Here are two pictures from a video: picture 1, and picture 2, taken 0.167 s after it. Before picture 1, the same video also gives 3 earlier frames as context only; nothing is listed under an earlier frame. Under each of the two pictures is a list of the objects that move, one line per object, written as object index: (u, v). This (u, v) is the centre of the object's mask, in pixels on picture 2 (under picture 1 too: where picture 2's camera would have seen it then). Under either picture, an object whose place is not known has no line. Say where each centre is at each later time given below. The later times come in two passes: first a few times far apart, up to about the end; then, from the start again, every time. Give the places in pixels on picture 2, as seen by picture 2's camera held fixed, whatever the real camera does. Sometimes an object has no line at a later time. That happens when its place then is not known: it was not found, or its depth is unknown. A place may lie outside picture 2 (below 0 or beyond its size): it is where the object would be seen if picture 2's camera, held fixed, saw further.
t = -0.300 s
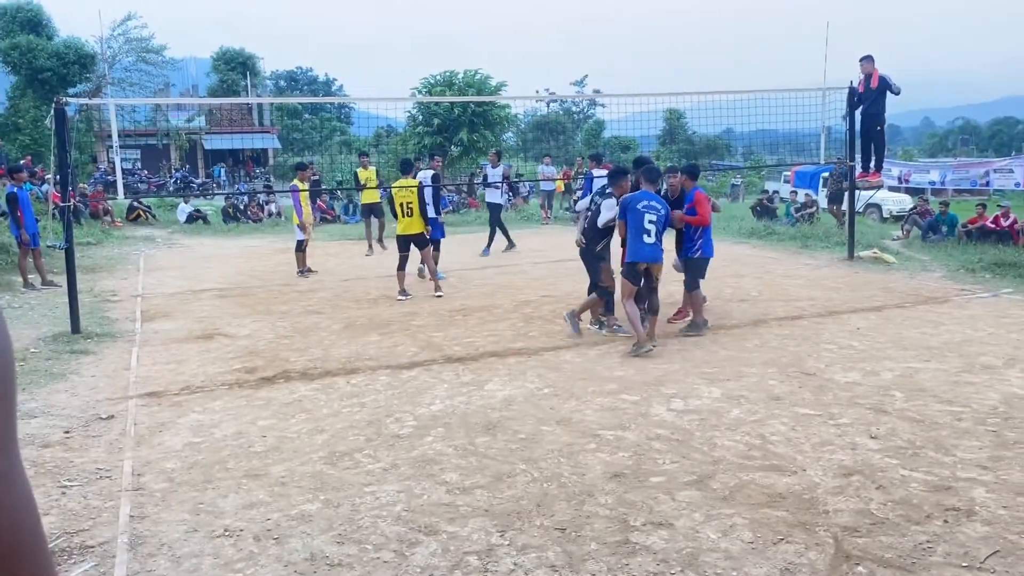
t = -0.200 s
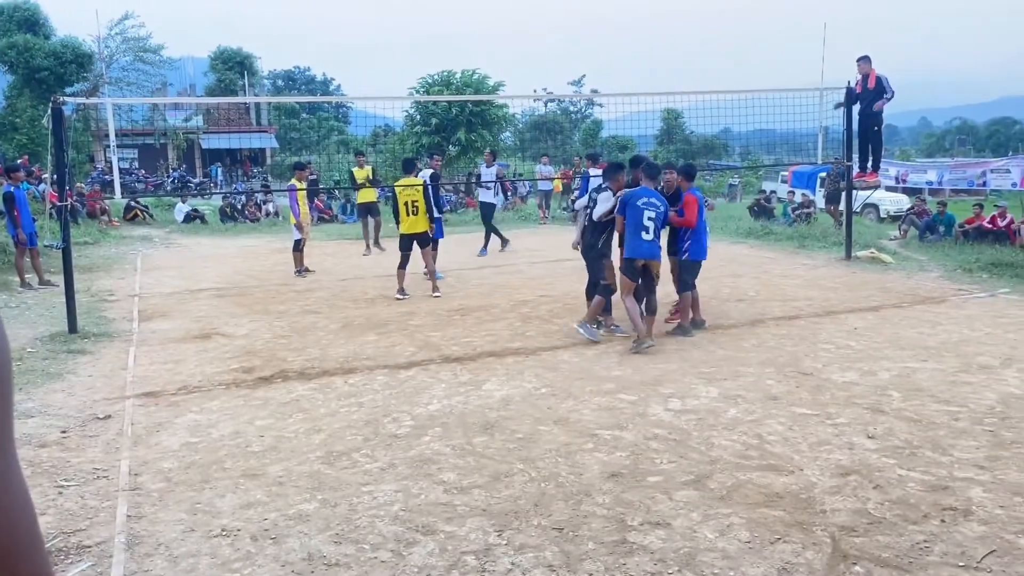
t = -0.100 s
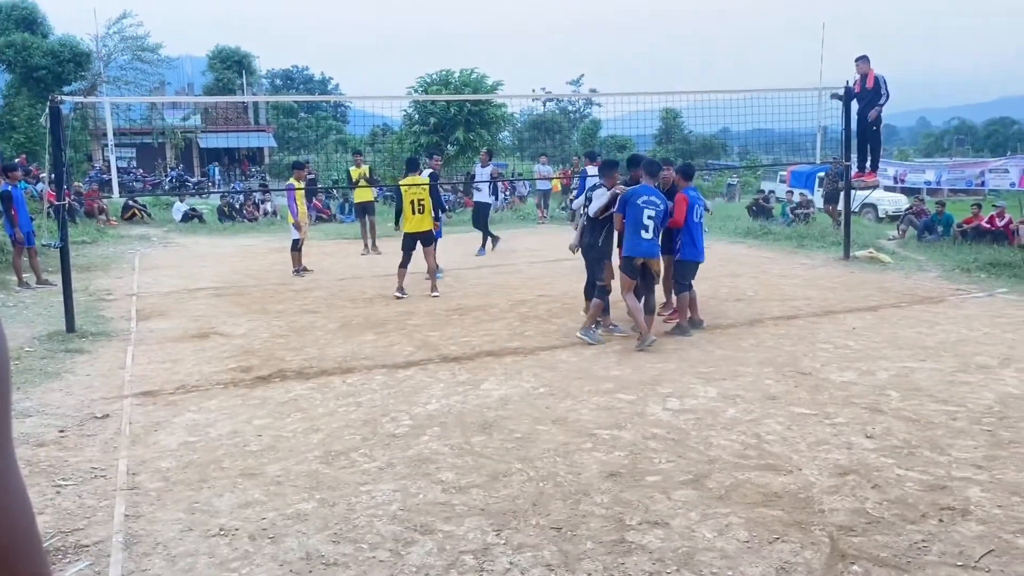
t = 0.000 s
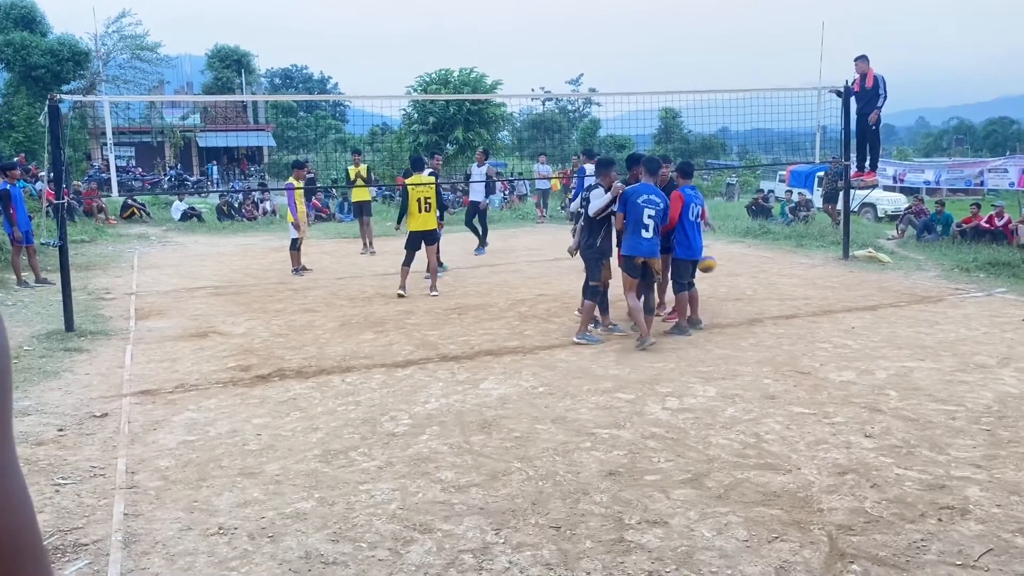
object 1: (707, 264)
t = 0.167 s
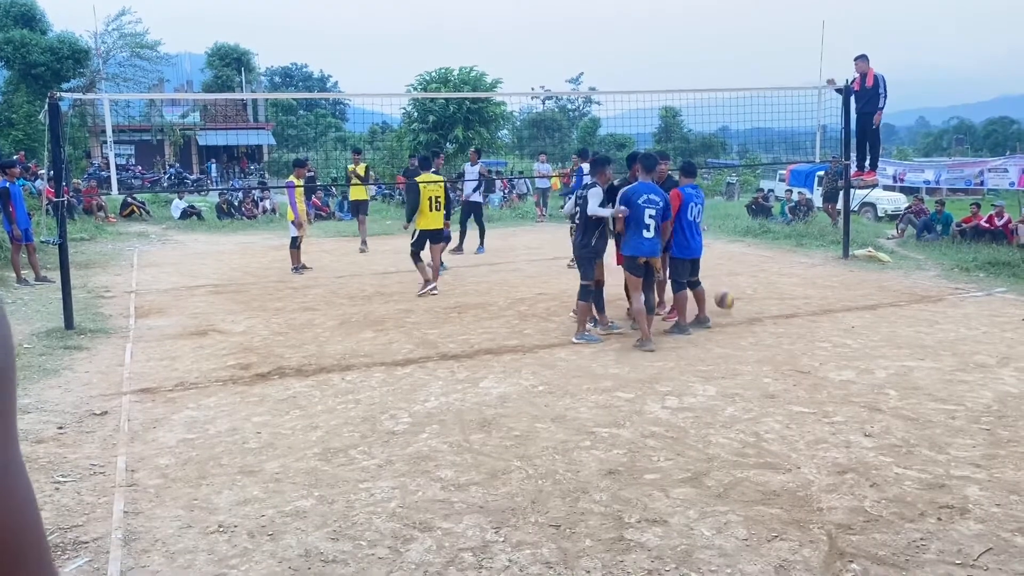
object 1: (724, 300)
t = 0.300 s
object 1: (739, 289)
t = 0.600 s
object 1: (772, 301)
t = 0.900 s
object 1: (813, 320)
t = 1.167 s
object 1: (855, 371)
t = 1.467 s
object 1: (913, 375)
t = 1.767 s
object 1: (985, 410)
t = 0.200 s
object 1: (728, 305)
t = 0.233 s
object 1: (732, 298)
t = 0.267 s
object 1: (735, 293)
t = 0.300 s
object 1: (739, 289)
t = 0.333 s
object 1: (742, 286)
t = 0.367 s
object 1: (745, 284)
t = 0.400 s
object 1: (749, 283)
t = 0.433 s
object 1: (754, 283)
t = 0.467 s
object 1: (757, 283)
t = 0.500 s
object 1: (761, 286)
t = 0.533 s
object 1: (764, 289)
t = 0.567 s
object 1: (768, 294)
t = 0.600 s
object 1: (772, 301)
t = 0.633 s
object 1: (776, 308)
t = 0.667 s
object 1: (780, 318)
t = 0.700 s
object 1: (784, 327)
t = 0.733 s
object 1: (788, 335)
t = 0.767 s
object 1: (793, 329)
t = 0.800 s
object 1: (798, 325)
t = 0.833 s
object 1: (803, 322)
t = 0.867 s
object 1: (807, 321)
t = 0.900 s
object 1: (813, 320)
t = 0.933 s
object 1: (817, 321)
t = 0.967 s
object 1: (823, 323)
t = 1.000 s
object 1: (828, 327)
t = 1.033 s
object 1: (833, 333)
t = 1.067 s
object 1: (838, 340)
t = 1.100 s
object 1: (844, 348)
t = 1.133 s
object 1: (849, 358)
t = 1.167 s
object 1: (855, 371)
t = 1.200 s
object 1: (860, 370)
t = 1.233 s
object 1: (866, 366)
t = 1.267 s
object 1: (873, 361)
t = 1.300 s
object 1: (879, 360)
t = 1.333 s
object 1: (886, 360)
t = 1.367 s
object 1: (893, 361)
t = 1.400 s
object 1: (900, 364)
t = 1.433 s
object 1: (906, 370)
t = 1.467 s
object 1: (913, 375)
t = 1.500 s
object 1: (920, 384)
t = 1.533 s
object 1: (927, 396)
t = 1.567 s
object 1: (934, 408)
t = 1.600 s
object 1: (943, 414)
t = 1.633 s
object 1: (952, 410)
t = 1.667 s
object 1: (961, 407)
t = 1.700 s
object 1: (971, 406)
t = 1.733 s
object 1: (980, 407)
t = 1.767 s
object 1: (985, 410)
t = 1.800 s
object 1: (989, 414)
